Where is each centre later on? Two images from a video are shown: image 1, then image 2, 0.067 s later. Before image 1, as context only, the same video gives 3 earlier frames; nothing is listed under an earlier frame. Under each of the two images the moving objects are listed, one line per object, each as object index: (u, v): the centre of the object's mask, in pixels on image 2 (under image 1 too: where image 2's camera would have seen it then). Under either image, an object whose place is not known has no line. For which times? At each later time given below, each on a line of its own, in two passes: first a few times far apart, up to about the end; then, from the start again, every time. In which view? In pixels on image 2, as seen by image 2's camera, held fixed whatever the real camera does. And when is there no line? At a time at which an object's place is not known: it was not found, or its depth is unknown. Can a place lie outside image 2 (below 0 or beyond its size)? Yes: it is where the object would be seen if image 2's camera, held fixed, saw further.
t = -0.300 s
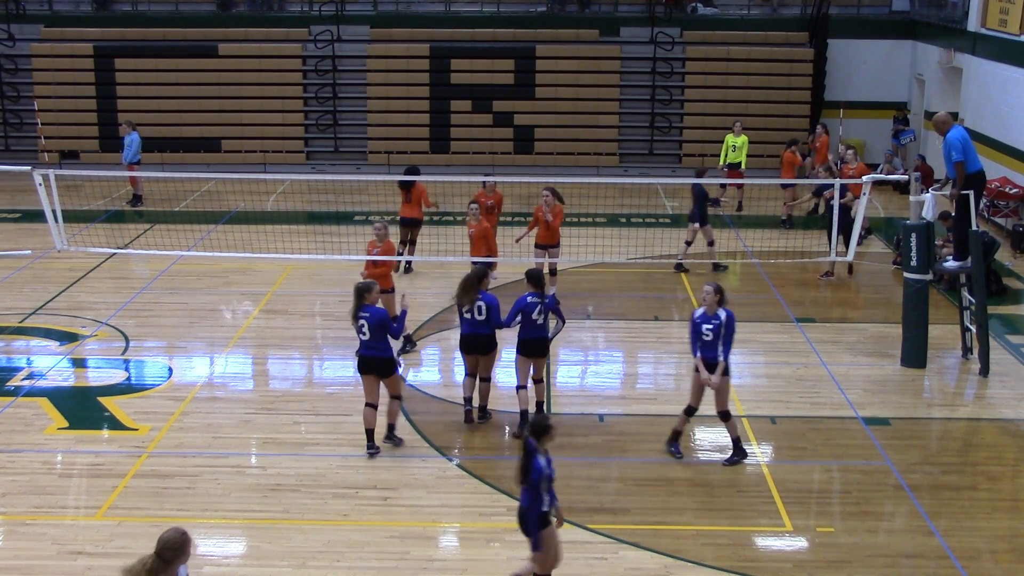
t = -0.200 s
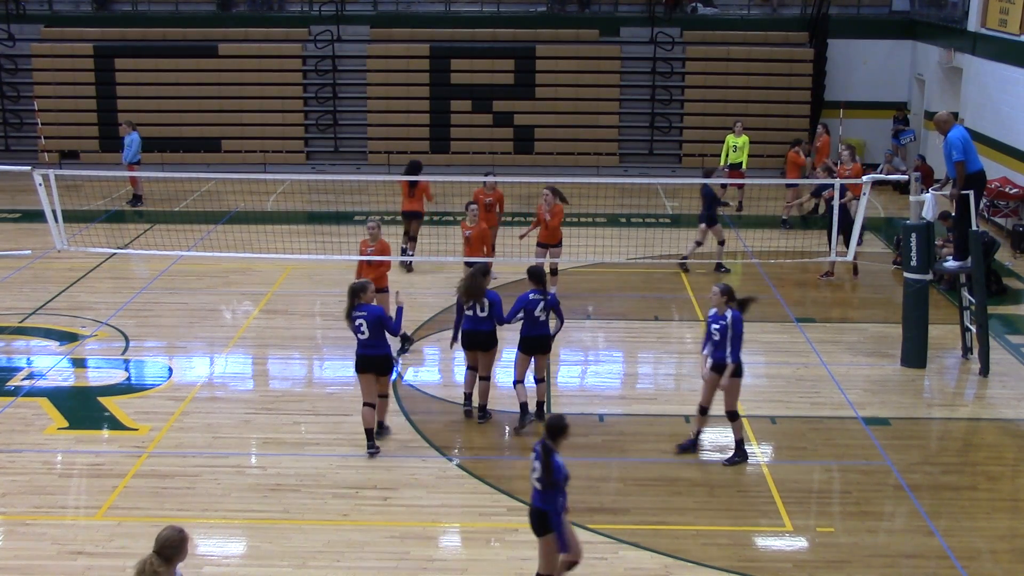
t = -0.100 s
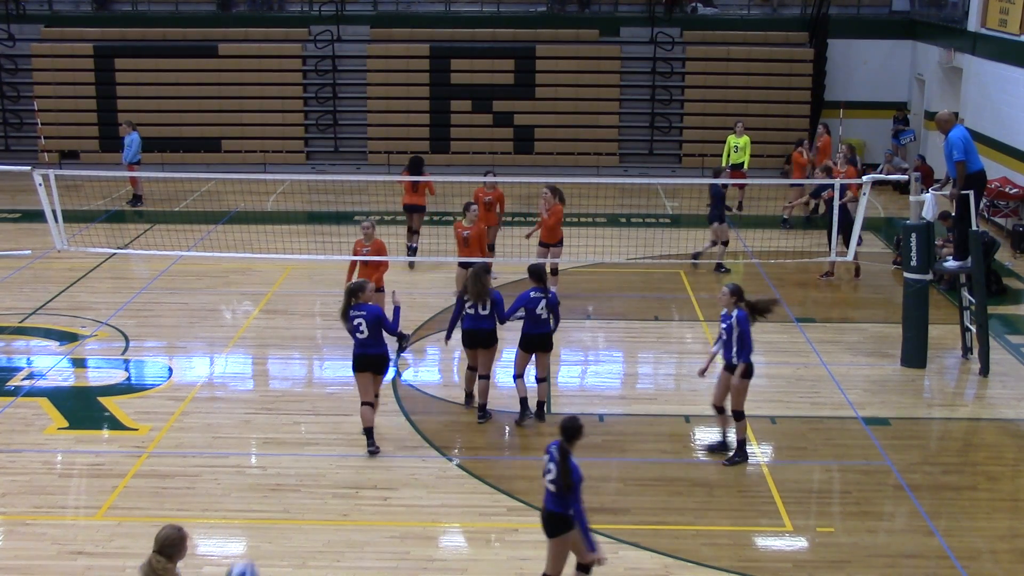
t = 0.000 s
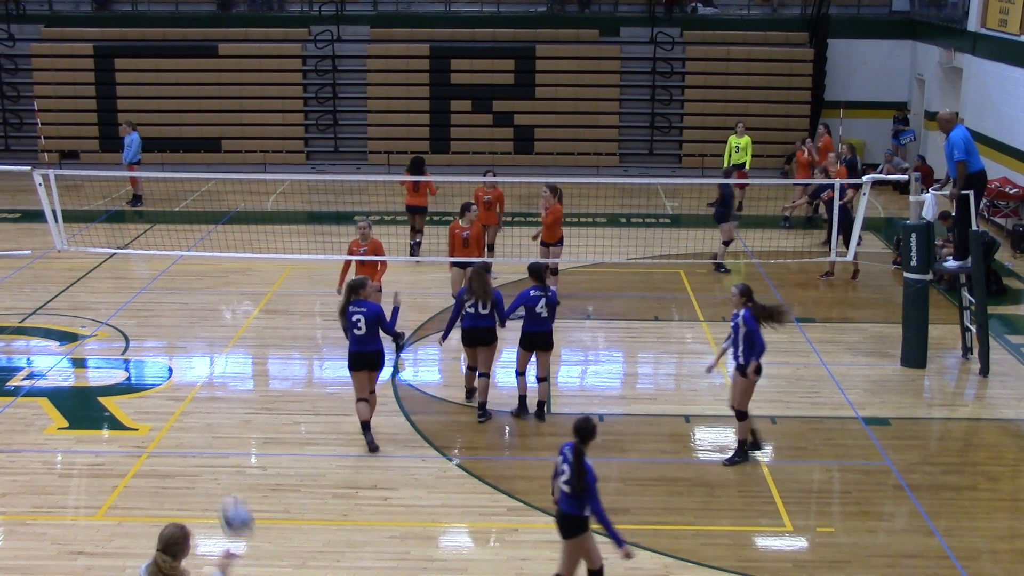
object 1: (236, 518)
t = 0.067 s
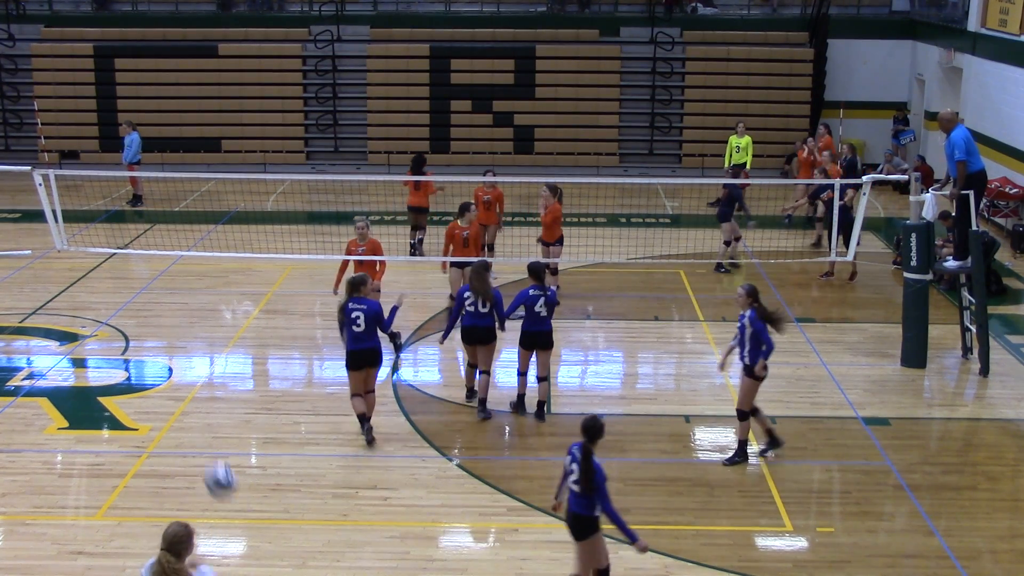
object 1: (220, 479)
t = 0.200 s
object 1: (194, 428)
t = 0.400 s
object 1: (167, 408)
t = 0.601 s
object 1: (150, 429)
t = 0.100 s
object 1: (212, 464)
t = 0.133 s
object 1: (206, 450)
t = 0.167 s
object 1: (201, 440)
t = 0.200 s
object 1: (194, 428)
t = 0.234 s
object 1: (189, 422)
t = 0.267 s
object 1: (184, 417)
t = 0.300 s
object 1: (180, 412)
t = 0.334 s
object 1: (175, 410)
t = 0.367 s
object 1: (171, 409)
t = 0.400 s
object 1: (167, 408)
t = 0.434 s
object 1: (164, 409)
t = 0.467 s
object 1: (161, 411)
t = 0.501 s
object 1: (158, 414)
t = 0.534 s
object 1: (155, 418)
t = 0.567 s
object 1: (153, 423)
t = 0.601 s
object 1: (150, 429)
